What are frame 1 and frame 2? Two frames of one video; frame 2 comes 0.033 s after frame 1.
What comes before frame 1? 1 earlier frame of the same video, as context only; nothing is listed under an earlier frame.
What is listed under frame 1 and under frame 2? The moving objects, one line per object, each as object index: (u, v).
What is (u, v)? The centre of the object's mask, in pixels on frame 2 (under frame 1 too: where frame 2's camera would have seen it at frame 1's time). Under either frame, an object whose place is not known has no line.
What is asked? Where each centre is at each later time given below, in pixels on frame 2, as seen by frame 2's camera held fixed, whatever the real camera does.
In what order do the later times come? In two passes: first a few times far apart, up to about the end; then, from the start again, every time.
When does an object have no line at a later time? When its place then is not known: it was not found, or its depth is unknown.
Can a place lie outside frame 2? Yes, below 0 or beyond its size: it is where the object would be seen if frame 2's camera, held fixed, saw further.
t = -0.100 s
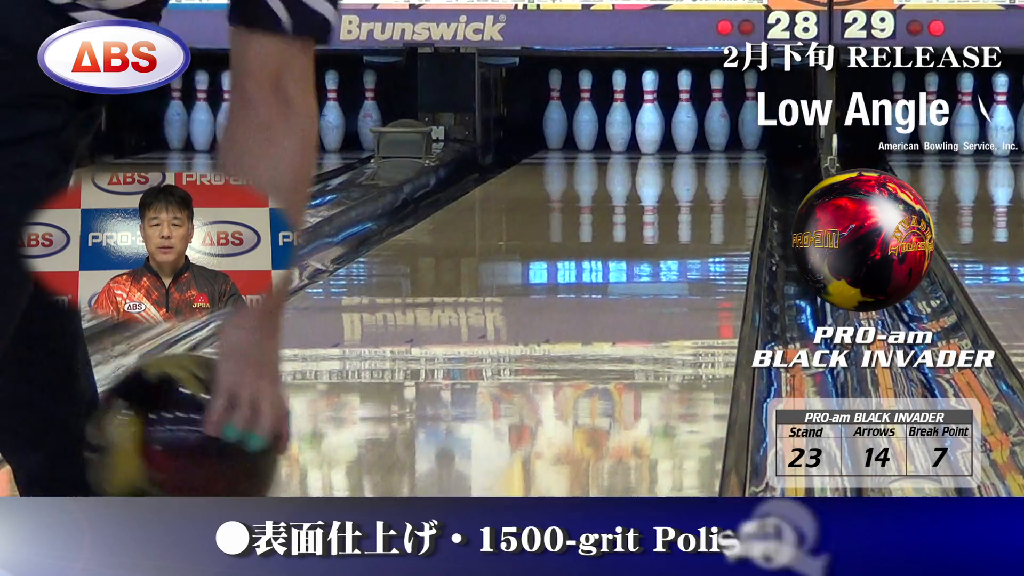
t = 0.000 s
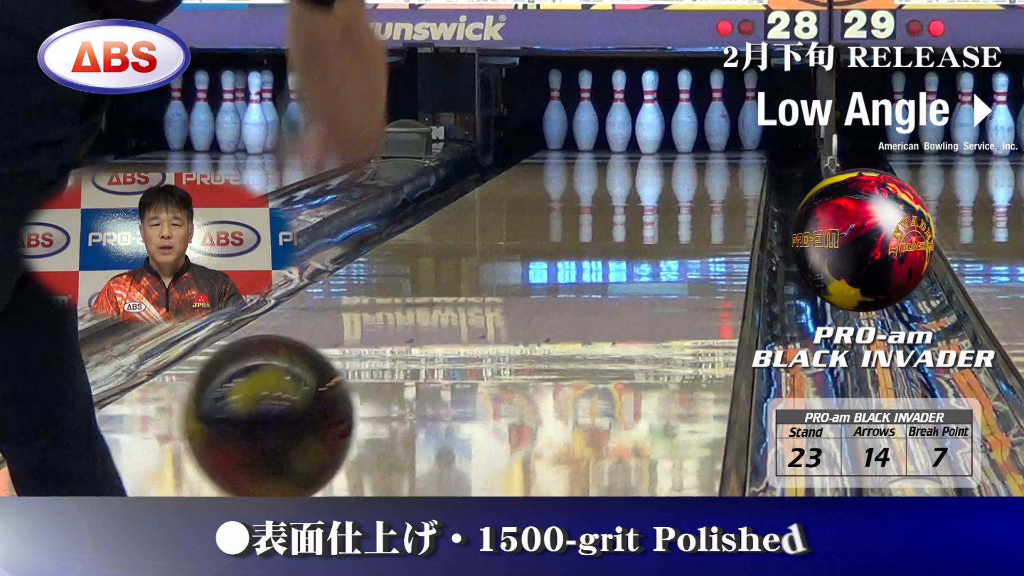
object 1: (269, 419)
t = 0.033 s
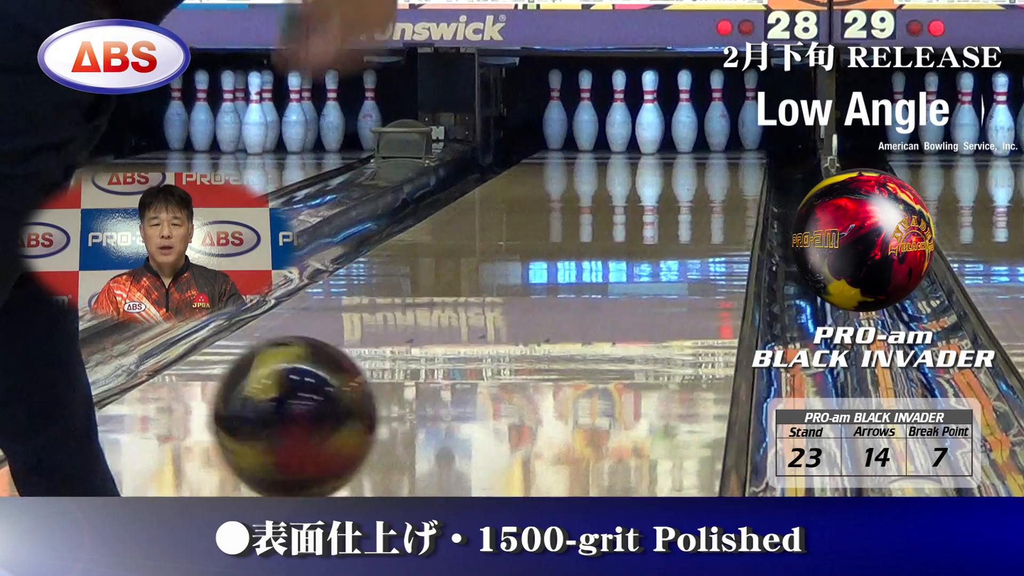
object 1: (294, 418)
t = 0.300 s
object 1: (454, 369)
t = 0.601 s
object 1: (561, 294)
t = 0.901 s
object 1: (630, 248)
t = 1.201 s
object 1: (677, 215)
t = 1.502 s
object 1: (706, 192)
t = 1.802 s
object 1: (719, 172)
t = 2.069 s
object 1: (720, 157)
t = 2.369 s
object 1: (701, 146)
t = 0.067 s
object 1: (319, 424)
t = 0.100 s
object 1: (343, 422)
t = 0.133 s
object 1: (365, 411)
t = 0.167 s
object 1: (384, 401)
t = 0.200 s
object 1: (403, 391)
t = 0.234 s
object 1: (420, 379)
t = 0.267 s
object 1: (438, 384)
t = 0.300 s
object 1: (454, 369)
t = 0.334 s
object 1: (467, 353)
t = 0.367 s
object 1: (481, 341)
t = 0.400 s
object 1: (495, 340)
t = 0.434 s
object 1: (508, 329)
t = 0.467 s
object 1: (520, 333)
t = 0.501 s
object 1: (531, 328)
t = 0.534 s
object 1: (543, 316)
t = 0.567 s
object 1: (553, 305)
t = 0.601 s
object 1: (561, 294)
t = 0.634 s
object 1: (571, 289)
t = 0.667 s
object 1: (580, 283)
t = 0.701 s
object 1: (589, 287)
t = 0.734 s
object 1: (595, 273)
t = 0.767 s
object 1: (603, 266)
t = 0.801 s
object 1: (610, 261)
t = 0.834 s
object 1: (617, 258)
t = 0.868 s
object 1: (624, 253)
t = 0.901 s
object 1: (630, 248)
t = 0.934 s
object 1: (637, 250)
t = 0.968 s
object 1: (642, 240)
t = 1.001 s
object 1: (648, 236)
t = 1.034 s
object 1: (654, 233)
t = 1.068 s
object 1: (659, 229)
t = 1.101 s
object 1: (663, 225)
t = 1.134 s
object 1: (667, 222)
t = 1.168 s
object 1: (673, 219)
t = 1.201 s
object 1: (677, 215)
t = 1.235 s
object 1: (681, 212)
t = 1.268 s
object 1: (685, 209)
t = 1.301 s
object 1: (688, 205)
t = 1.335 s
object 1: (692, 204)
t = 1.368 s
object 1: (695, 202)
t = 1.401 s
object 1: (697, 199)
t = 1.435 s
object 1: (700, 196)
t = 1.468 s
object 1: (703, 194)
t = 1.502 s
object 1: (706, 192)
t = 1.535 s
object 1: (708, 190)
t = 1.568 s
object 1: (710, 187)
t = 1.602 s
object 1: (712, 184)
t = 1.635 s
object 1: (713, 182)
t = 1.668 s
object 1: (715, 180)
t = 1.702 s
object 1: (717, 178)
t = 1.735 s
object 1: (717, 176)
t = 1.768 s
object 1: (718, 174)
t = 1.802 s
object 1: (719, 172)
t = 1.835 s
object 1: (720, 170)
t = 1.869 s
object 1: (721, 168)
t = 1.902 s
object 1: (721, 167)
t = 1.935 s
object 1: (721, 165)
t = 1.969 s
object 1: (721, 166)
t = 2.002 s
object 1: (721, 162)
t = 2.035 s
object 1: (720, 160)
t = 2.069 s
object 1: (720, 157)
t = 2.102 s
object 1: (719, 157)
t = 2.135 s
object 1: (717, 155)
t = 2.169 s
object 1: (715, 154)
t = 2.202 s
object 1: (714, 152)
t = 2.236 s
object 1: (711, 151)
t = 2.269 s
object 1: (709, 149)
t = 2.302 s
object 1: (707, 148)
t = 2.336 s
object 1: (704, 147)
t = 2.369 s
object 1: (701, 146)
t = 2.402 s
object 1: (698, 144)
